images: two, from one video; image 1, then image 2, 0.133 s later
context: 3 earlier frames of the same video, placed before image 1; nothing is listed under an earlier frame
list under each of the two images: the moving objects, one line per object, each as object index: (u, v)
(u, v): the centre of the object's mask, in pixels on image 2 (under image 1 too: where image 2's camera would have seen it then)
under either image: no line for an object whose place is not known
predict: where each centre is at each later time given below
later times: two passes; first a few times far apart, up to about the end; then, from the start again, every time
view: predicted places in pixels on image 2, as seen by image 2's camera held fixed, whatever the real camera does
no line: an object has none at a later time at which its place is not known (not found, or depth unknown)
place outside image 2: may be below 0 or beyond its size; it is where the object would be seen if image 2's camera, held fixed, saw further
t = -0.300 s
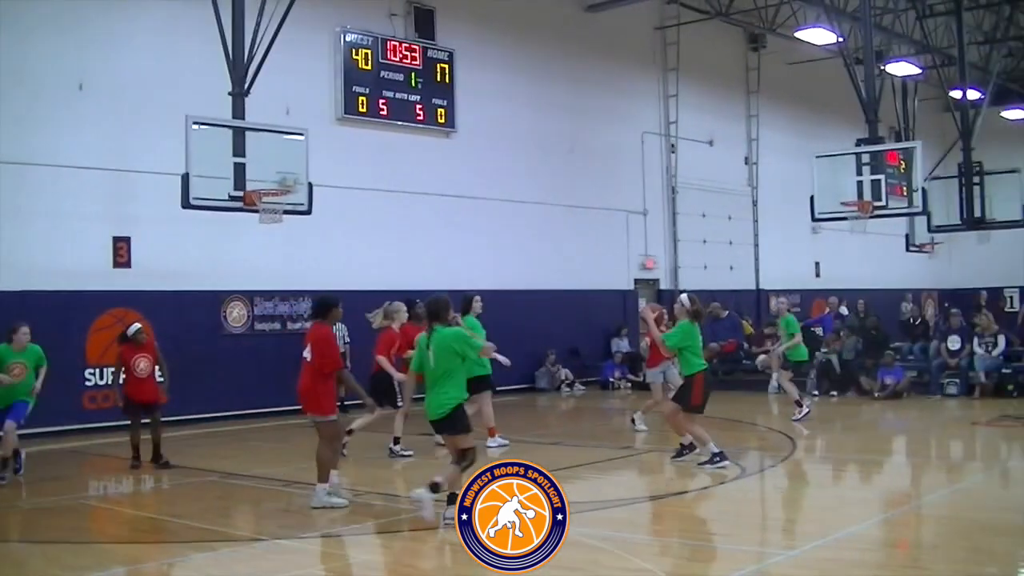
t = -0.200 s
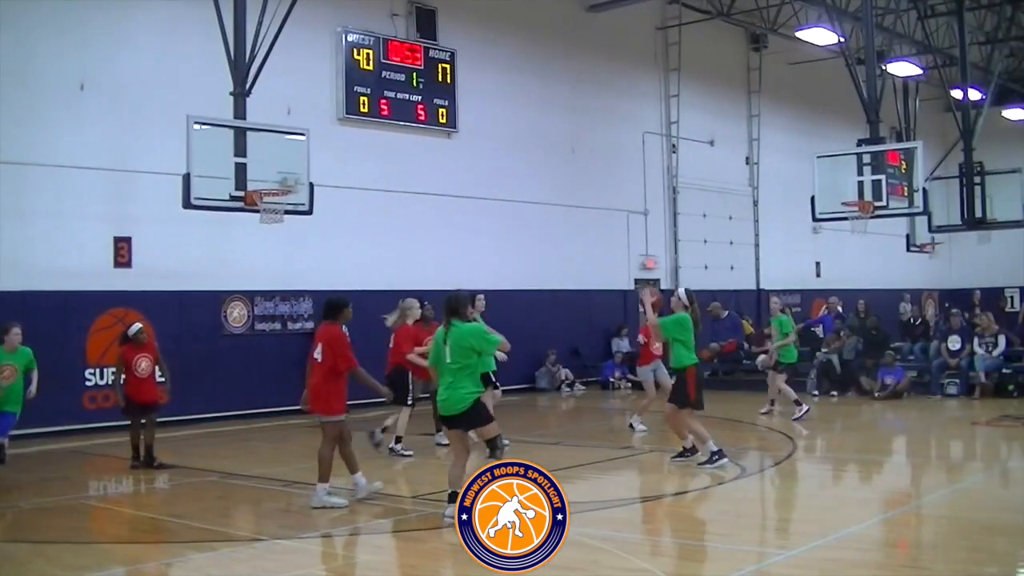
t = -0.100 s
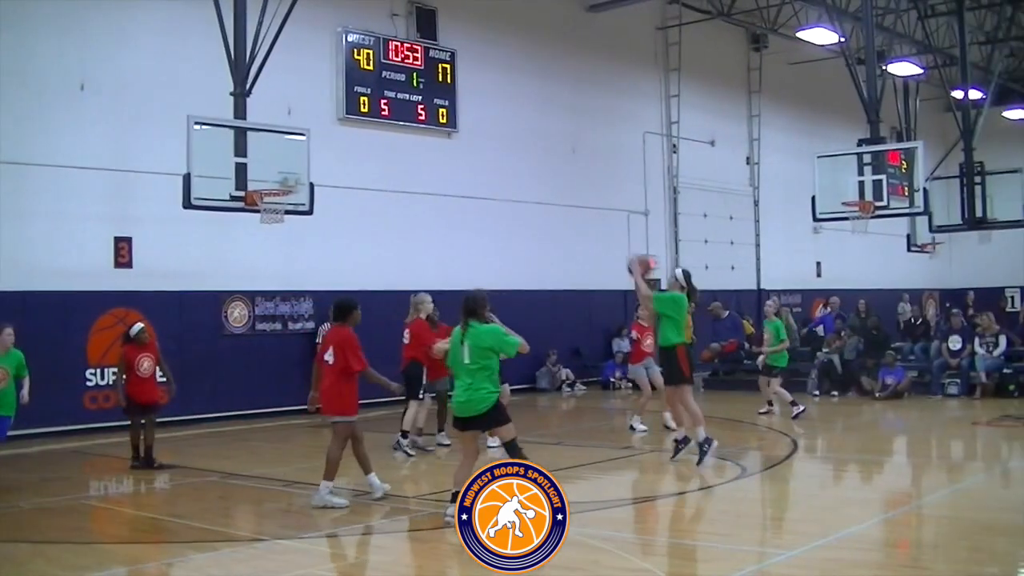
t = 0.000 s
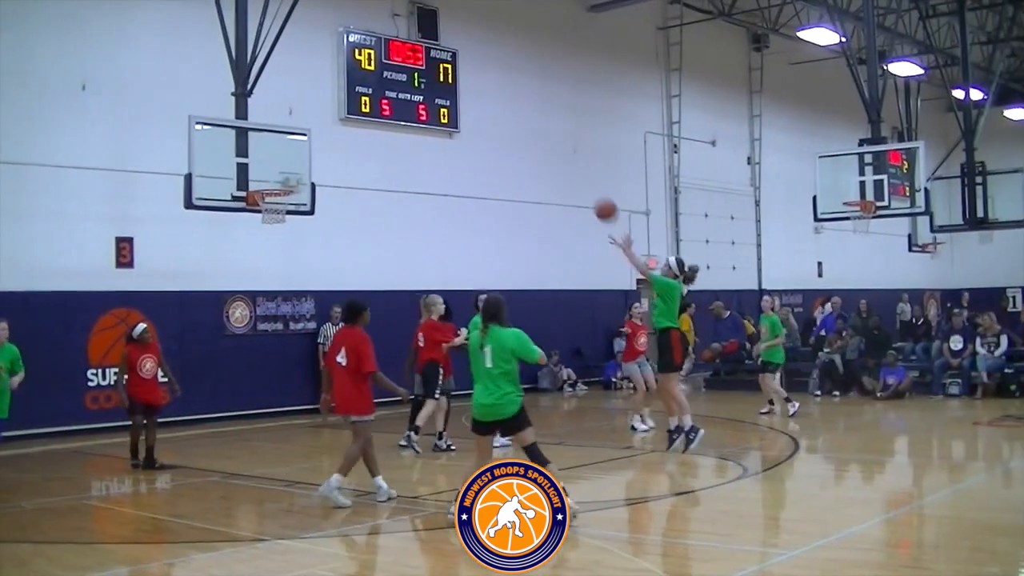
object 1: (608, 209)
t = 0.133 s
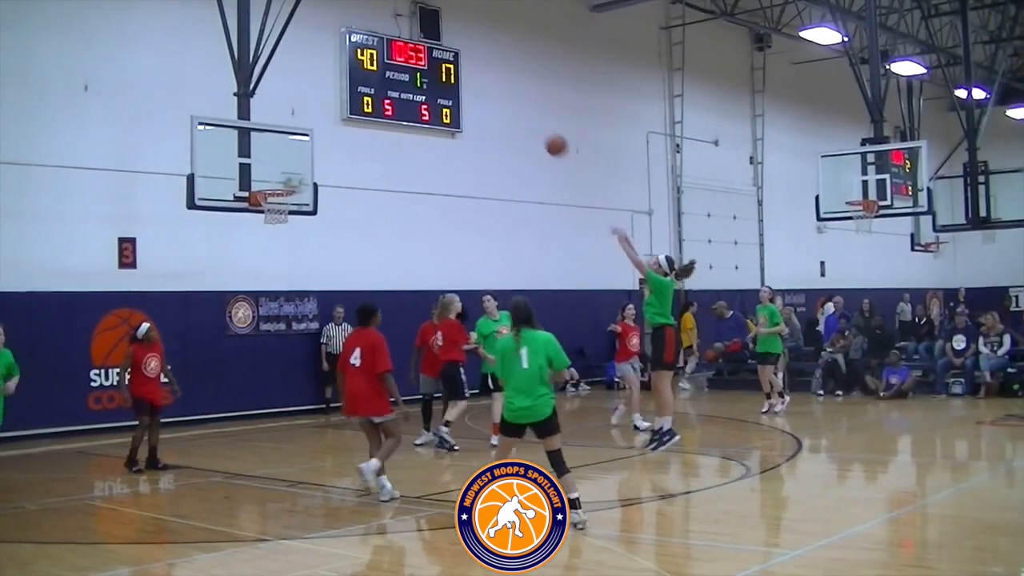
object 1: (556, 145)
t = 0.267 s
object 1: (508, 101)
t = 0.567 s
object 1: (411, 64)
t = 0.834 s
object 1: (335, 100)
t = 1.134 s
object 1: (272, 194)
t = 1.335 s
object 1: (283, 203)
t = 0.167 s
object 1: (543, 132)
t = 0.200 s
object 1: (532, 121)
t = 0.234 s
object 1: (520, 110)
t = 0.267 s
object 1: (508, 101)
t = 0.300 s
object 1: (496, 92)
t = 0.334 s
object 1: (485, 85)
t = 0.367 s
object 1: (474, 79)
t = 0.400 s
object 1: (464, 75)
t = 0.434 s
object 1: (453, 71)
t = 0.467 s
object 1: (439, 68)
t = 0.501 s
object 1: (432, 67)
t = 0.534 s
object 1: (422, 65)
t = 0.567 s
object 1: (411, 64)
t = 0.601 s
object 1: (401, 66)
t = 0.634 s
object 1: (391, 68)
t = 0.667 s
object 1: (382, 71)
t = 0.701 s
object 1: (373, 75)
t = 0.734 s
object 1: (363, 79)
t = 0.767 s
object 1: (354, 84)
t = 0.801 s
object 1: (345, 92)
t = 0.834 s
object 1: (335, 100)
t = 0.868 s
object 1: (327, 108)
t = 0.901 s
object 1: (318, 116)
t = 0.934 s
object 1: (310, 126)
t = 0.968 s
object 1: (302, 137)
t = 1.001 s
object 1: (293, 148)
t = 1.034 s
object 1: (285, 160)
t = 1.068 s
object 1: (277, 173)
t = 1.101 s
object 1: (269, 186)
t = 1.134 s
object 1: (272, 194)
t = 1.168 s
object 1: (282, 199)
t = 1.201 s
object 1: (285, 200)
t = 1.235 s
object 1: (284, 202)
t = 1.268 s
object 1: (284, 202)
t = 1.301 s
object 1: (284, 202)
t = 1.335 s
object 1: (283, 203)
